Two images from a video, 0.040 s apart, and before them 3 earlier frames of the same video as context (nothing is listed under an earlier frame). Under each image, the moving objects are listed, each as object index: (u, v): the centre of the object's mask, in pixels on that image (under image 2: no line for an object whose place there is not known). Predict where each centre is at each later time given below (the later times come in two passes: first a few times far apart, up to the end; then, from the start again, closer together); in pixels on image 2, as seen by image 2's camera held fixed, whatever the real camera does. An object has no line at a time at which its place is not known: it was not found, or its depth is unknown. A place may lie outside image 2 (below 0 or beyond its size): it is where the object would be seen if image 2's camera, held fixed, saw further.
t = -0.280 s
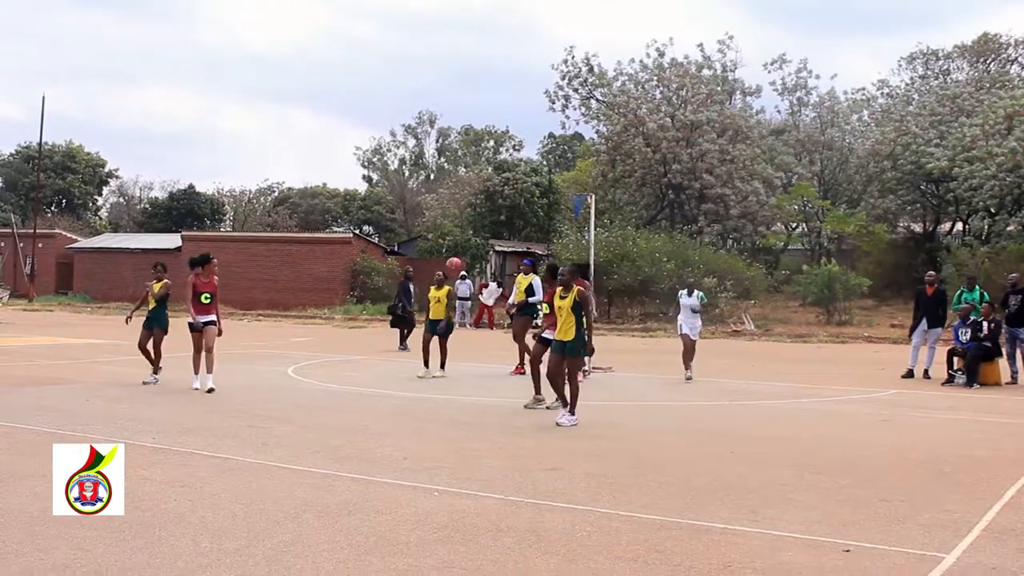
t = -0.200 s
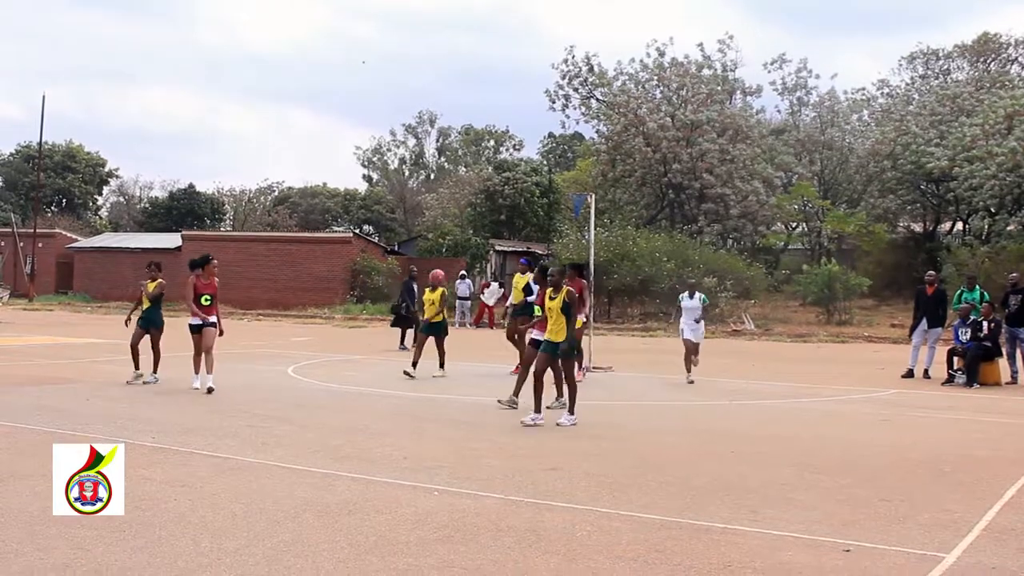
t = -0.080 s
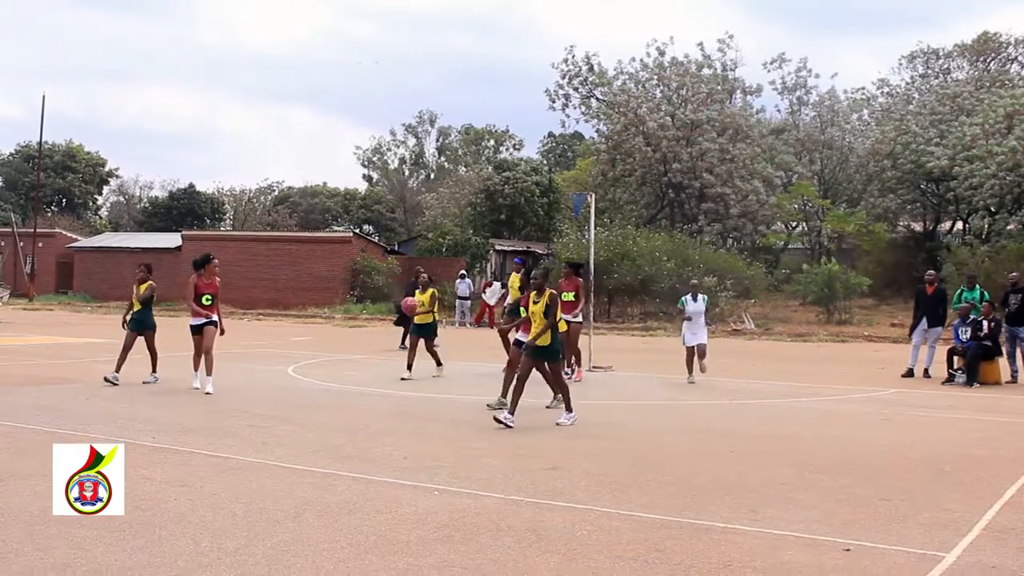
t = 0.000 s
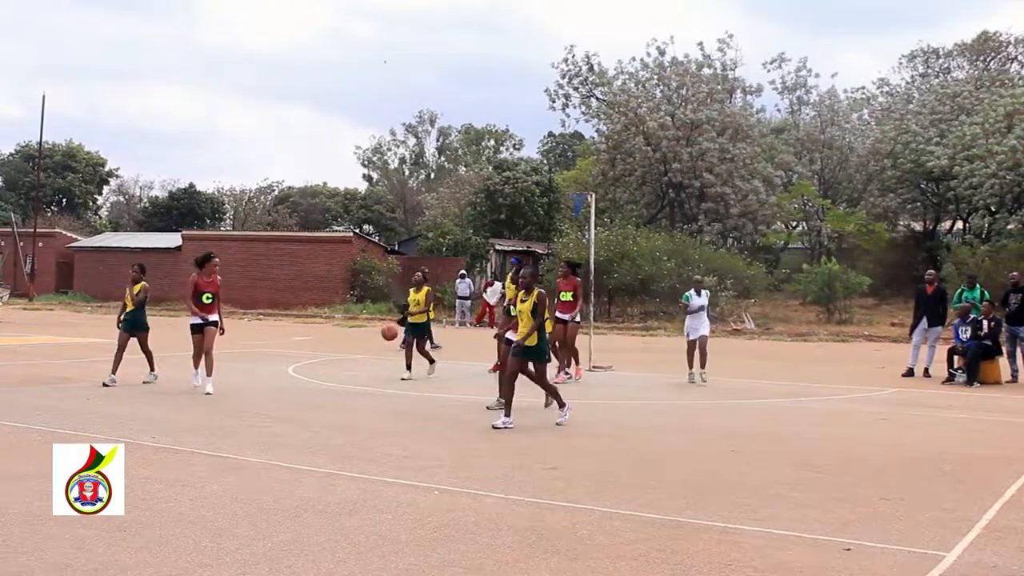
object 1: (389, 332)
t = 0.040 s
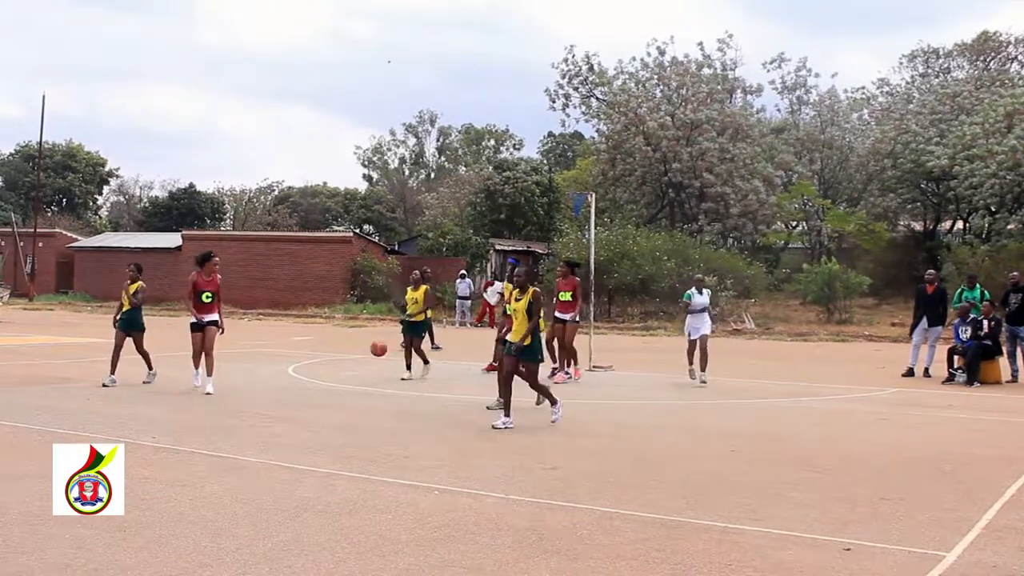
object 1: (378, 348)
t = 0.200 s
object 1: (341, 370)
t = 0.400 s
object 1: (304, 313)
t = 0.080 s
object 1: (367, 364)
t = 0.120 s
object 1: (356, 385)
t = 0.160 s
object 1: (347, 385)
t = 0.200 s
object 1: (341, 370)
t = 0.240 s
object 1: (334, 356)
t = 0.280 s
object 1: (326, 344)
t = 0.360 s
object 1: (312, 322)
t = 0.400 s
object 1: (304, 313)
